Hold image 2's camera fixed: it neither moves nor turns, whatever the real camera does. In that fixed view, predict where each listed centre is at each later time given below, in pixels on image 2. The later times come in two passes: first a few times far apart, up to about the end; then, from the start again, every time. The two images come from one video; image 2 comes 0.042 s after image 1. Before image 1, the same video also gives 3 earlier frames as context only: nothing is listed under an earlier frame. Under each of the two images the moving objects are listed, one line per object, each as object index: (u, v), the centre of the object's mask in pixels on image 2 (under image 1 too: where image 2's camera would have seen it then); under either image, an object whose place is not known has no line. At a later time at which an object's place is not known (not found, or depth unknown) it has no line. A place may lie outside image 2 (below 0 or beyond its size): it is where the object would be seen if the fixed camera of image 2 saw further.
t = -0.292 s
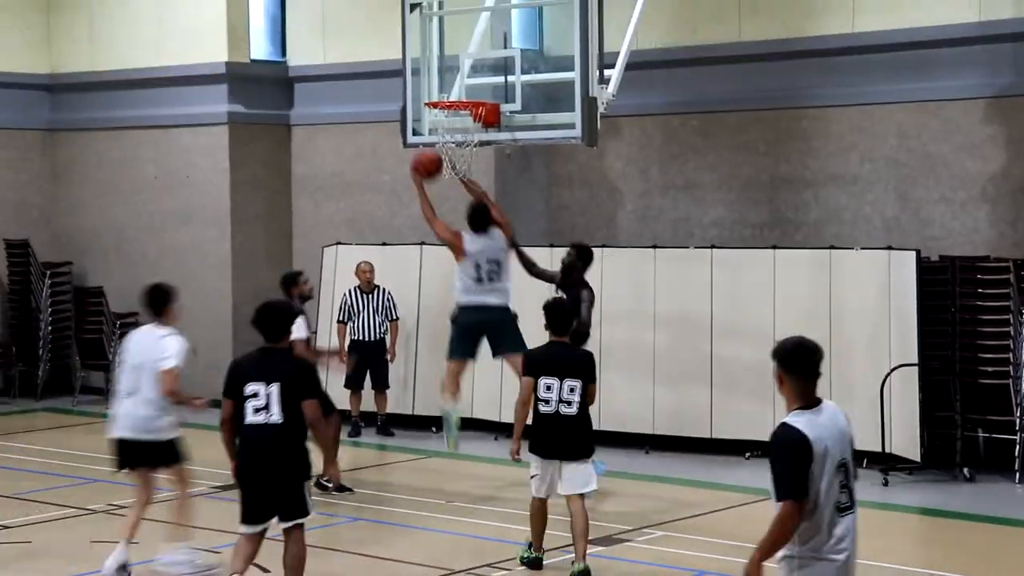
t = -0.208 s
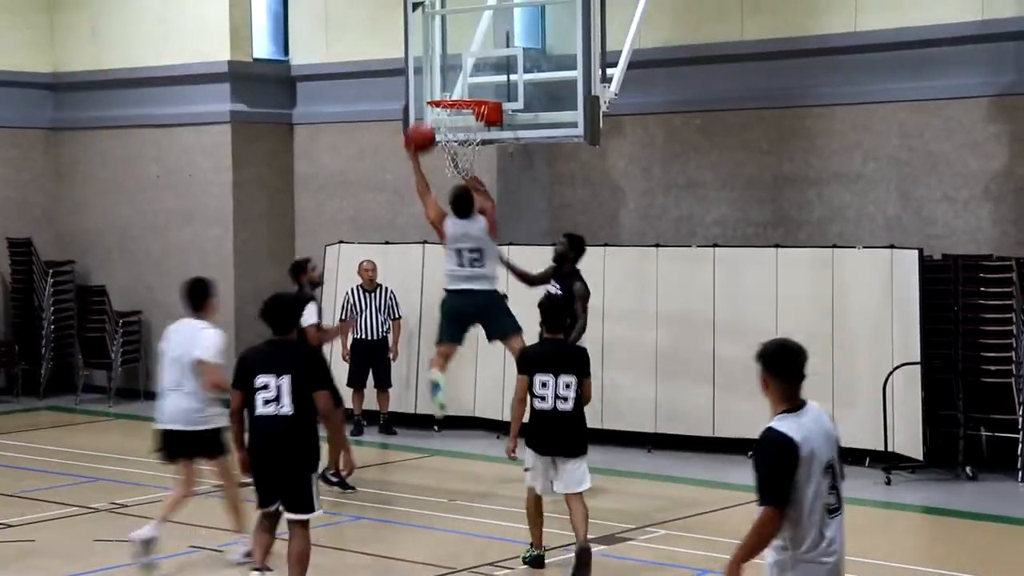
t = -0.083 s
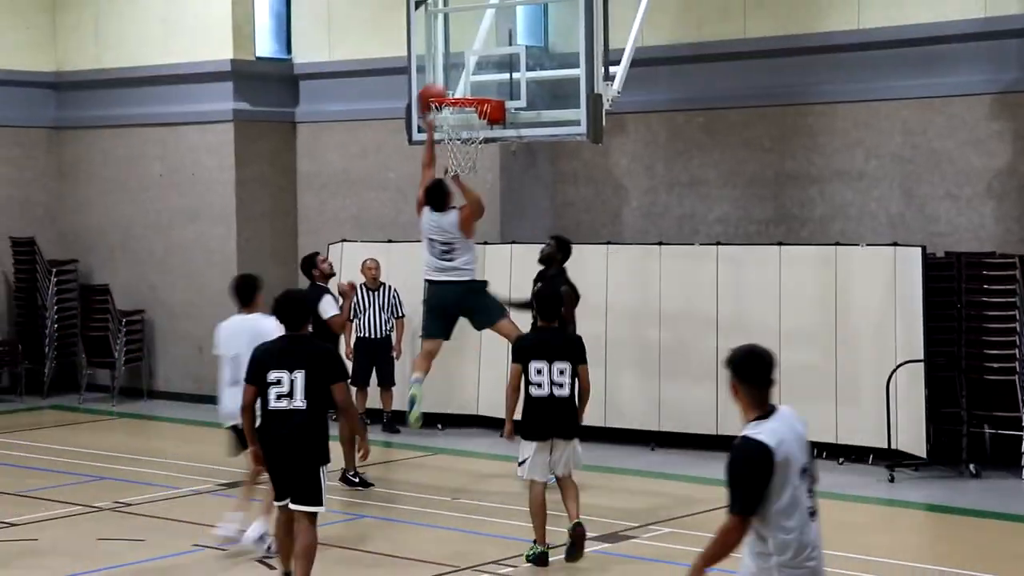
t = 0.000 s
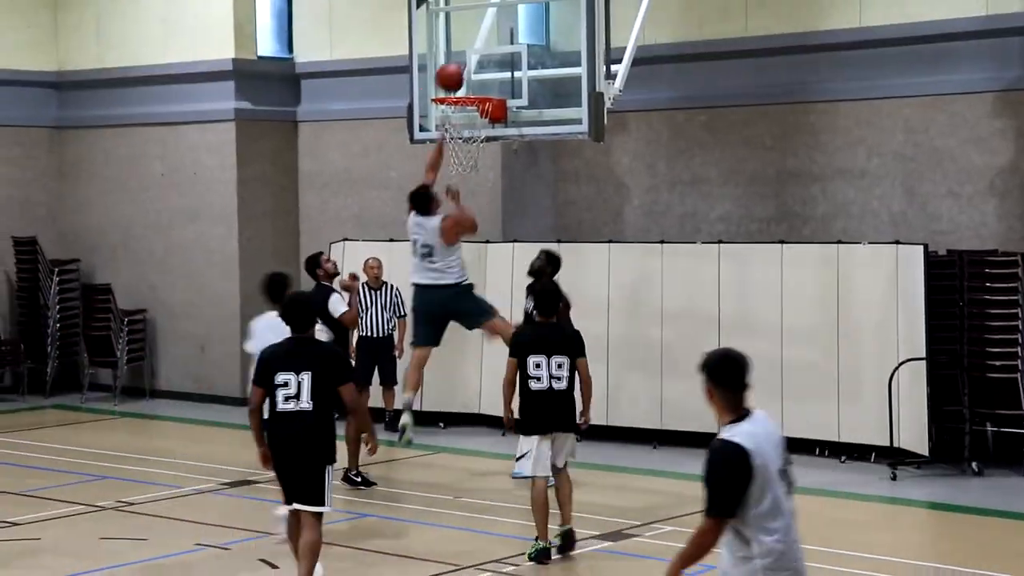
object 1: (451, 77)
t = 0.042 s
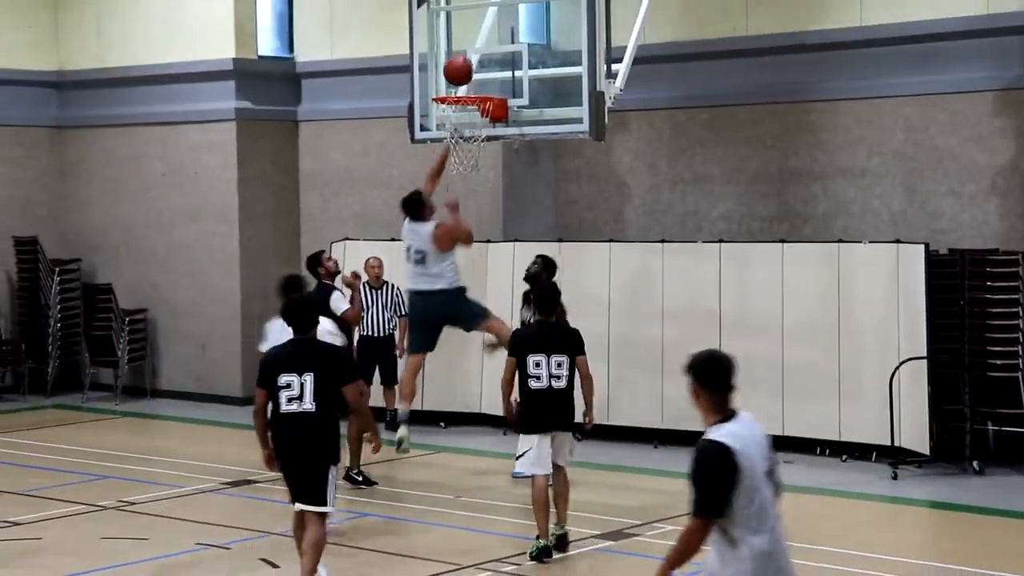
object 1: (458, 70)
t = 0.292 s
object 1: (455, 80)
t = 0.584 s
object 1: (460, 122)
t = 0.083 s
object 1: (458, 70)
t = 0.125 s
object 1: (457, 70)
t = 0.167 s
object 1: (456, 74)
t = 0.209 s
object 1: (456, 79)
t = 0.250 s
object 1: (455, 82)
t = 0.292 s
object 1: (455, 80)
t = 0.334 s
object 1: (456, 79)
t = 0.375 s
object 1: (456, 80)
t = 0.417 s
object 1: (458, 83)
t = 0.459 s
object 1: (458, 87)
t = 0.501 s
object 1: (458, 100)
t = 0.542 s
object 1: (459, 111)
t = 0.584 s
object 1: (460, 122)
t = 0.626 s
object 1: (461, 134)
